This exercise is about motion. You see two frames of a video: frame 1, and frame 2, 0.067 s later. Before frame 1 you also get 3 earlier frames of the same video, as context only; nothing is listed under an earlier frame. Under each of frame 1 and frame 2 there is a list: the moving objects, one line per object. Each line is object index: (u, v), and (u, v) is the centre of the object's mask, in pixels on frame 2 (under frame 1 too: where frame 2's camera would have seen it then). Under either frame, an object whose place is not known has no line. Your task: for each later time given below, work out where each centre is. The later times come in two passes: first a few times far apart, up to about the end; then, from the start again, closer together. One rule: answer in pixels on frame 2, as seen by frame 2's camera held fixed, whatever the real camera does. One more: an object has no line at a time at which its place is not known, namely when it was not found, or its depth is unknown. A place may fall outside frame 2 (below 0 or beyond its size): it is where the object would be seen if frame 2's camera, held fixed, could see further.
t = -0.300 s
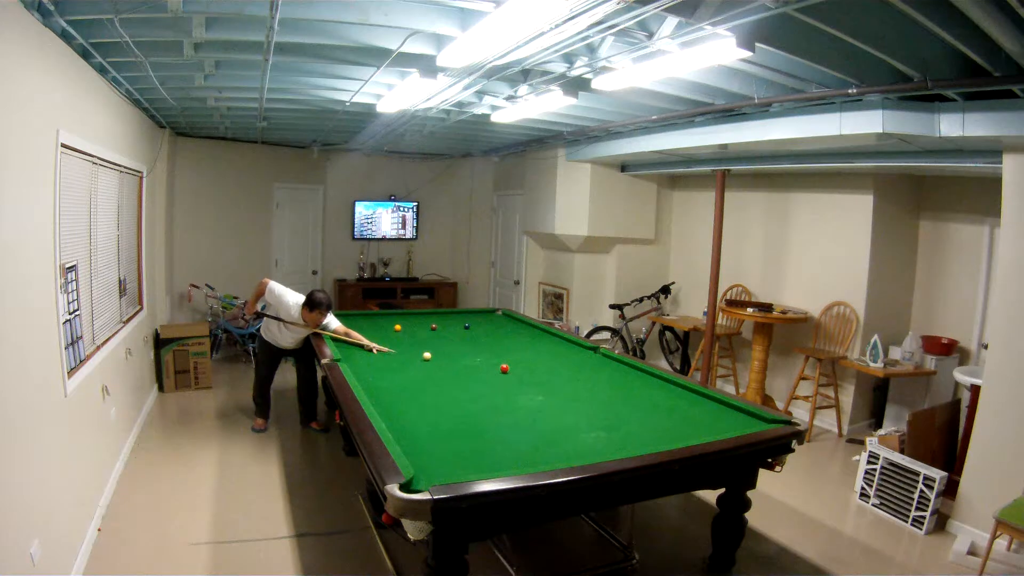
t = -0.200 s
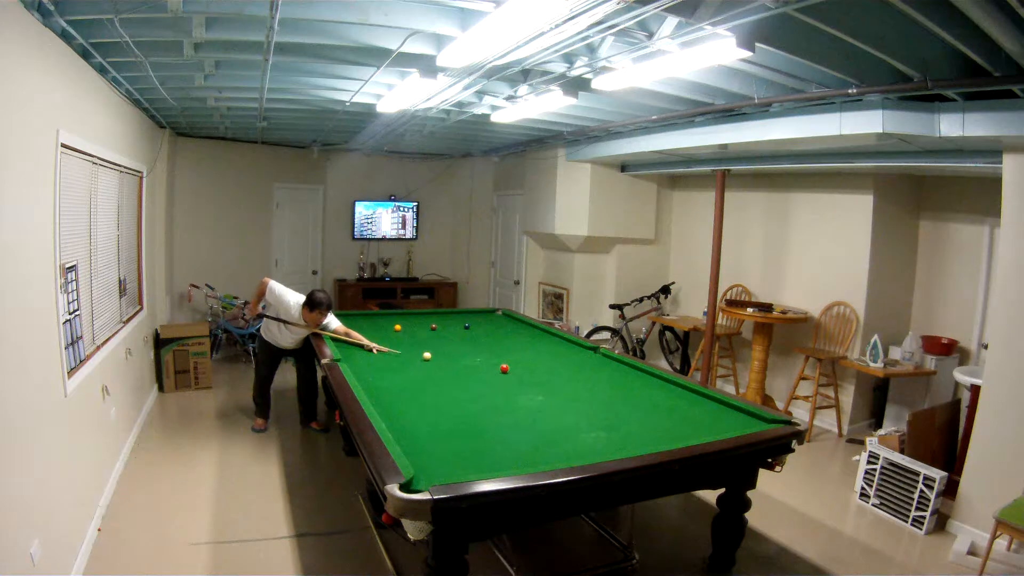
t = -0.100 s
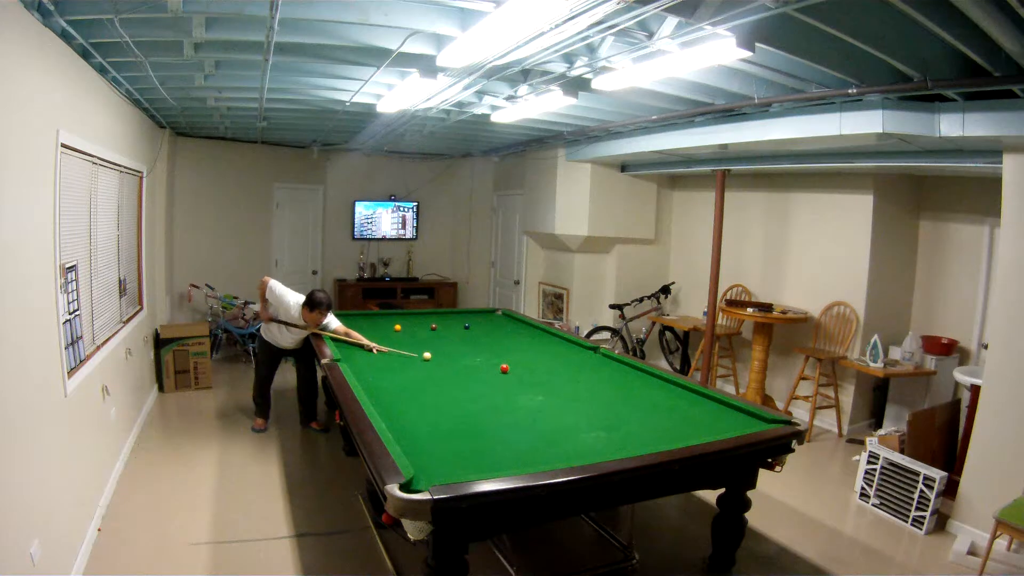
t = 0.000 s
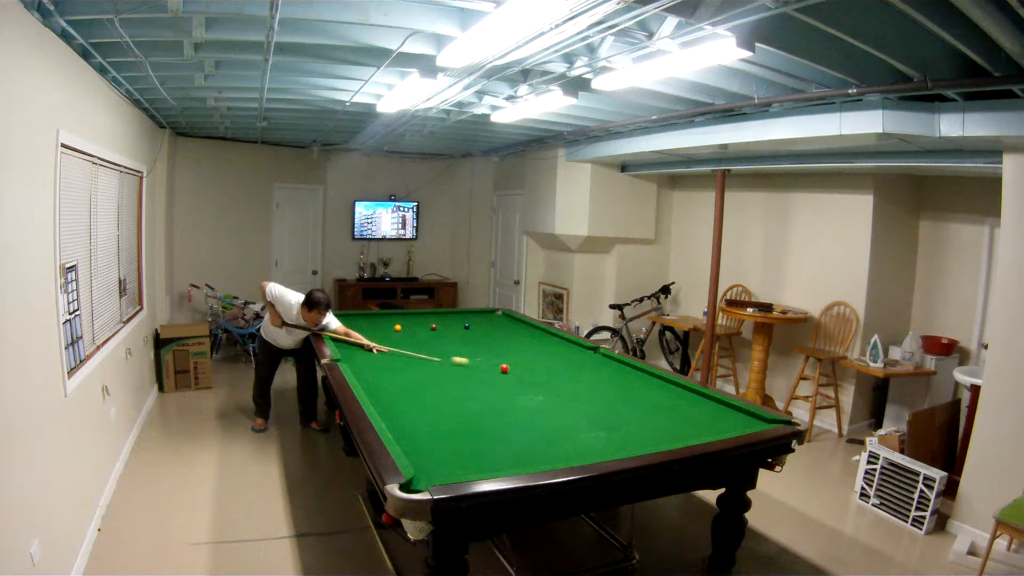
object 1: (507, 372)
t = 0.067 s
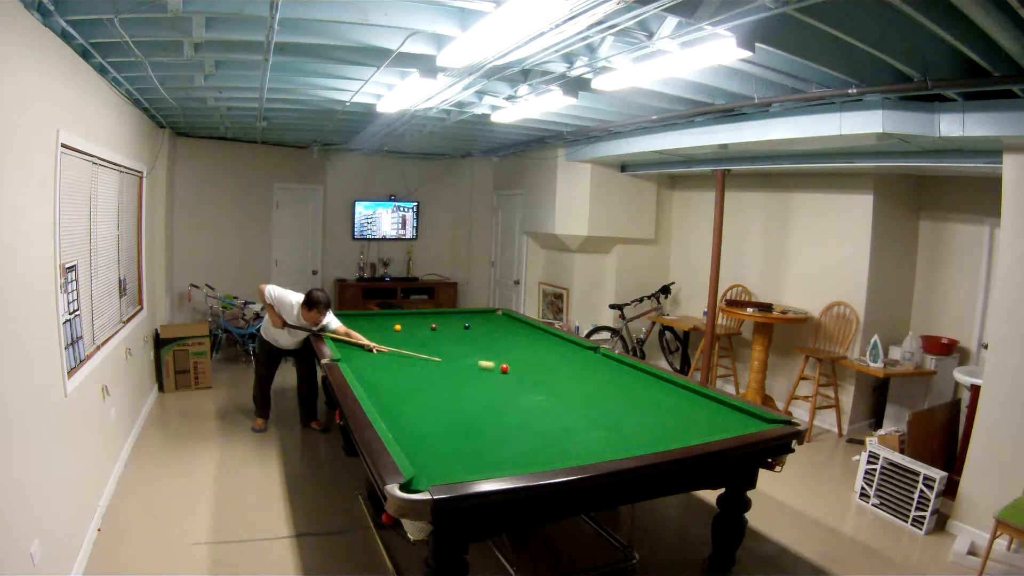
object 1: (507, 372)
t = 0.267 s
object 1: (560, 381)
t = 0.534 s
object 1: (641, 397)
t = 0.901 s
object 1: (766, 419)
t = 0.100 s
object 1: (508, 371)
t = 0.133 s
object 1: (518, 372)
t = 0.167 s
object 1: (528, 374)
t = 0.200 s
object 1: (539, 376)
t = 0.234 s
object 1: (550, 378)
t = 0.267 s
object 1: (560, 381)
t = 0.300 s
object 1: (570, 383)
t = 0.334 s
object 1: (580, 385)
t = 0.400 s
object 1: (600, 389)
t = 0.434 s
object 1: (610, 390)
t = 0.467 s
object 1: (620, 393)
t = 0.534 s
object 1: (641, 397)
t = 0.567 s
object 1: (651, 399)
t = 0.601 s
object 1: (662, 401)
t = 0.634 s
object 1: (673, 403)
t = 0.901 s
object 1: (766, 419)
